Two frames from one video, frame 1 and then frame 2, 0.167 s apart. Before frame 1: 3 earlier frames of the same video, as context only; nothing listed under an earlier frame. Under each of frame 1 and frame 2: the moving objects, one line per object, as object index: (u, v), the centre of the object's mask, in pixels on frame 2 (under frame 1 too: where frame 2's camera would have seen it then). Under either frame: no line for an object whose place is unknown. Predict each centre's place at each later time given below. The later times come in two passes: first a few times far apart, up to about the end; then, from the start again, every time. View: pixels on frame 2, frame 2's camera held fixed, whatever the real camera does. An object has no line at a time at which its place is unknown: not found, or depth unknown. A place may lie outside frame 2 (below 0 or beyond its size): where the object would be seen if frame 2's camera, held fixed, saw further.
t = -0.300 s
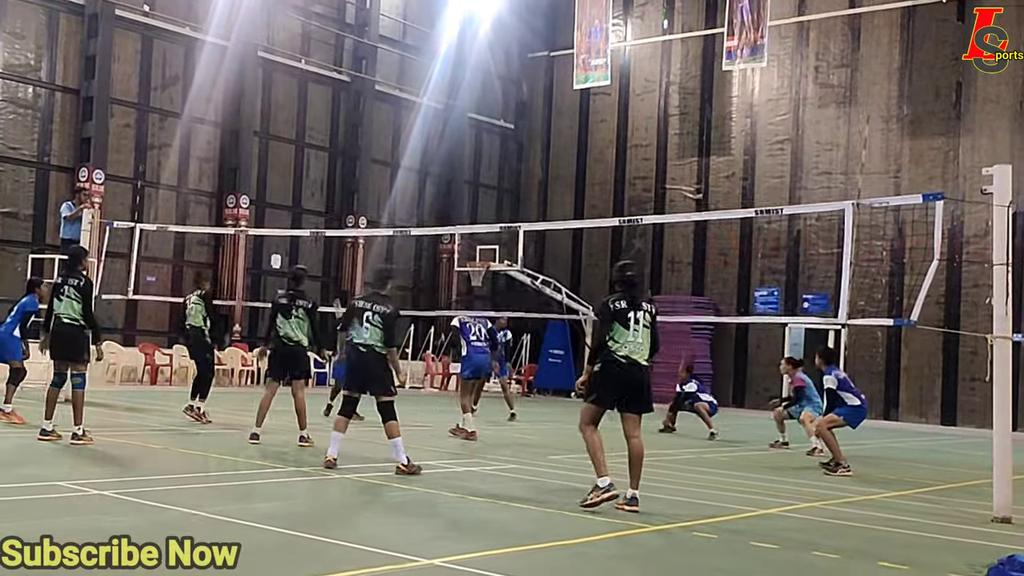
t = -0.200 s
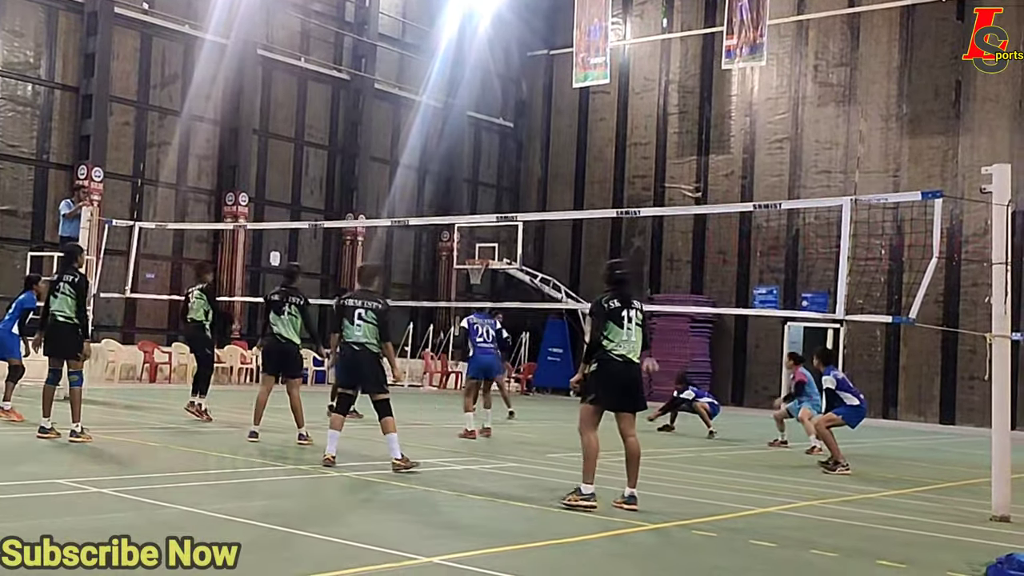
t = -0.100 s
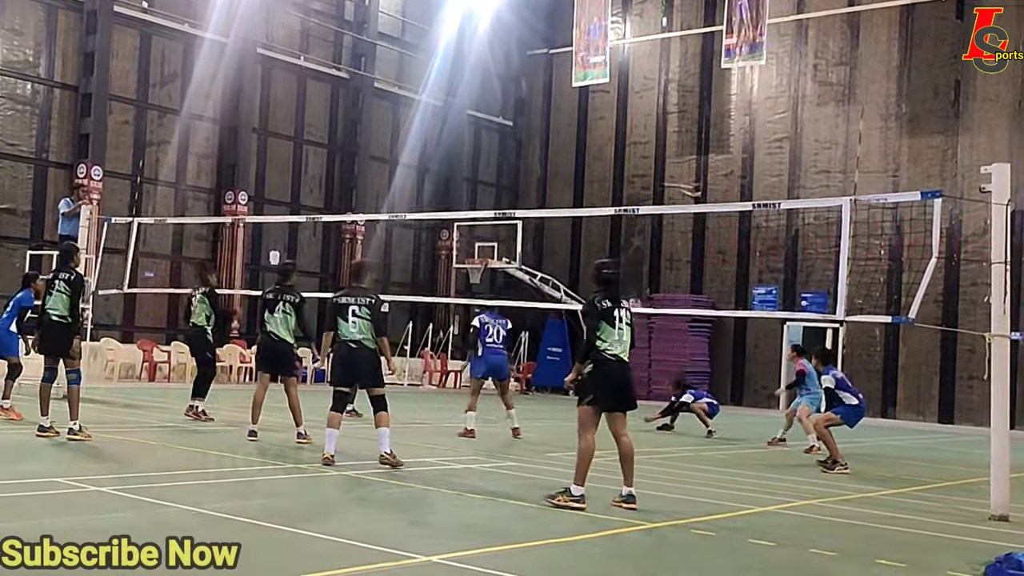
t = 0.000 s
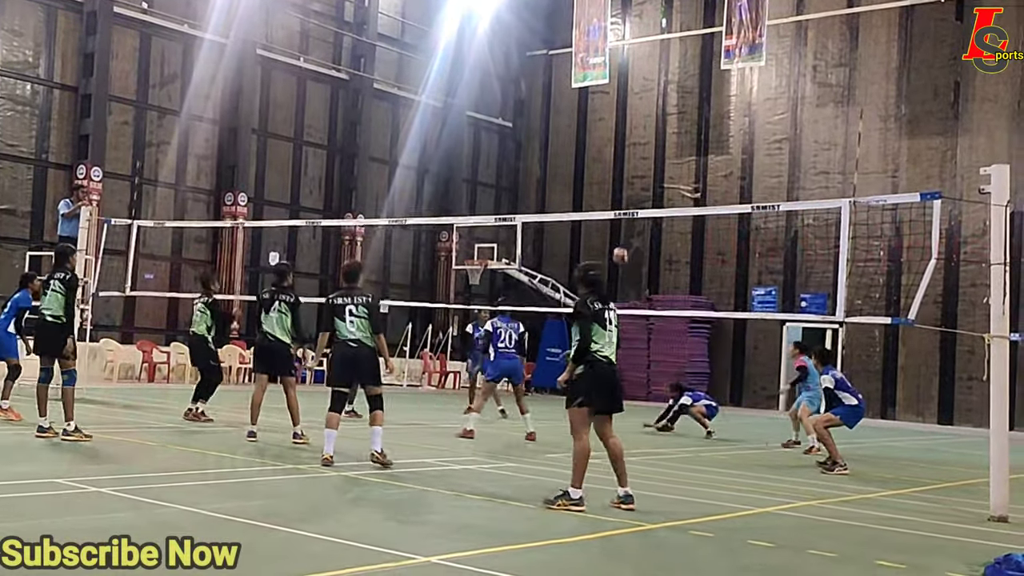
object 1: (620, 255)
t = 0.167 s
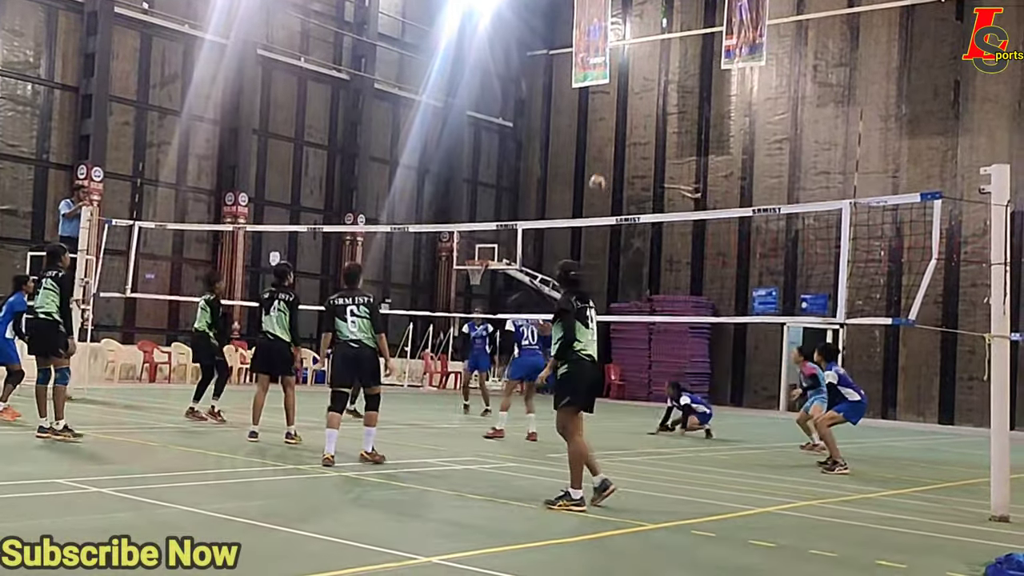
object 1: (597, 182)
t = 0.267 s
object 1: (583, 148)
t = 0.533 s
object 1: (543, 88)
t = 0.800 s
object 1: (500, 78)
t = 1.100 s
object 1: (446, 132)
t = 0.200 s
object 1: (592, 169)
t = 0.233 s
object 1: (588, 159)
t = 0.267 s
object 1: (583, 148)
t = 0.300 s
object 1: (578, 138)
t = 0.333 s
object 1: (573, 128)
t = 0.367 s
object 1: (568, 119)
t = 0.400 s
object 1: (564, 111)
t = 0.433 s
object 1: (558, 104)
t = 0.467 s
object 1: (553, 98)
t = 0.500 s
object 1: (549, 93)
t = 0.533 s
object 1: (543, 88)
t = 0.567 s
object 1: (538, 83)
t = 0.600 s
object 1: (533, 80)
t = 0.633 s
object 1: (528, 78)
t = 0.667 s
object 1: (522, 77)
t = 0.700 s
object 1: (516, 75)
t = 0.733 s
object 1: (512, 76)
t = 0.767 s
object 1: (506, 76)
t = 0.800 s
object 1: (500, 78)
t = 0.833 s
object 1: (494, 80)
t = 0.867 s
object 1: (489, 83)
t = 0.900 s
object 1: (483, 88)
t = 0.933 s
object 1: (477, 94)
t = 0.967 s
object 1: (471, 99)
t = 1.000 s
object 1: (465, 105)
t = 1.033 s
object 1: (458, 113)
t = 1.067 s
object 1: (452, 122)
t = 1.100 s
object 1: (446, 132)
